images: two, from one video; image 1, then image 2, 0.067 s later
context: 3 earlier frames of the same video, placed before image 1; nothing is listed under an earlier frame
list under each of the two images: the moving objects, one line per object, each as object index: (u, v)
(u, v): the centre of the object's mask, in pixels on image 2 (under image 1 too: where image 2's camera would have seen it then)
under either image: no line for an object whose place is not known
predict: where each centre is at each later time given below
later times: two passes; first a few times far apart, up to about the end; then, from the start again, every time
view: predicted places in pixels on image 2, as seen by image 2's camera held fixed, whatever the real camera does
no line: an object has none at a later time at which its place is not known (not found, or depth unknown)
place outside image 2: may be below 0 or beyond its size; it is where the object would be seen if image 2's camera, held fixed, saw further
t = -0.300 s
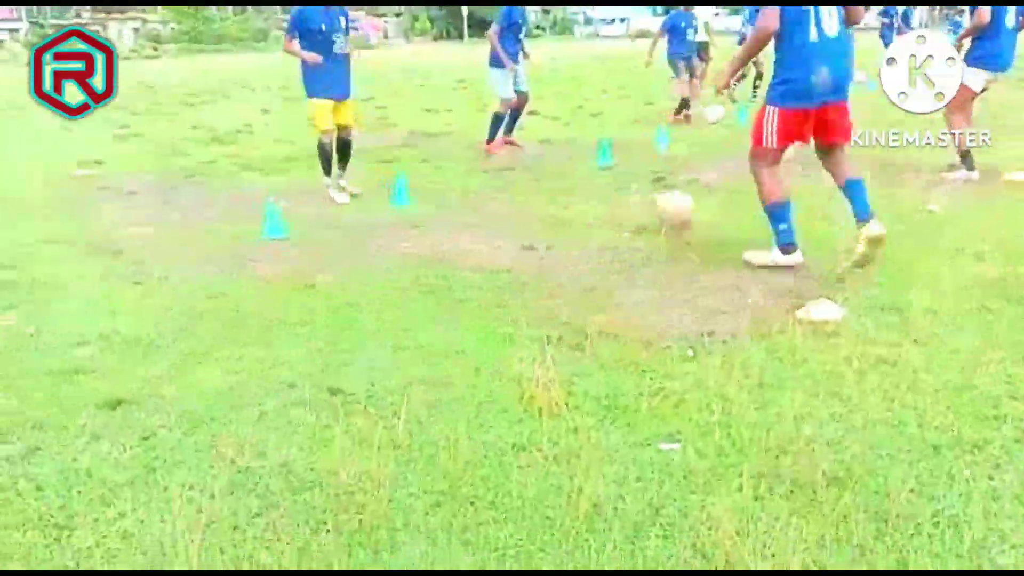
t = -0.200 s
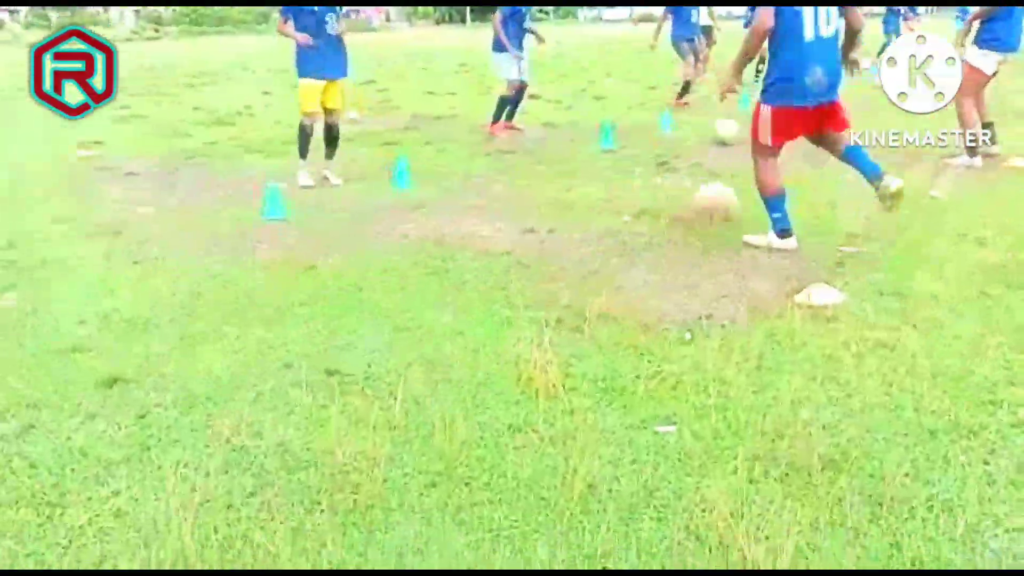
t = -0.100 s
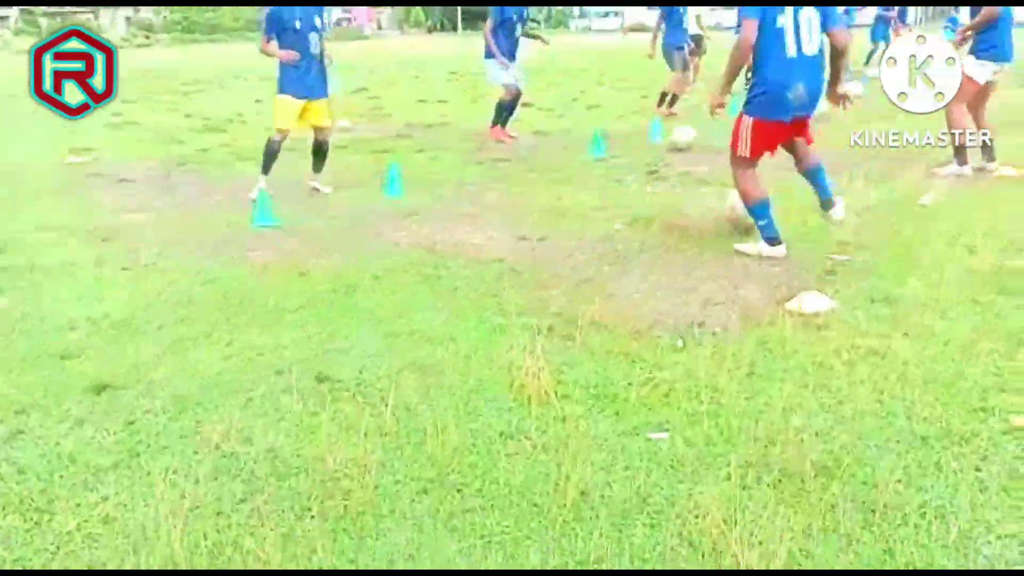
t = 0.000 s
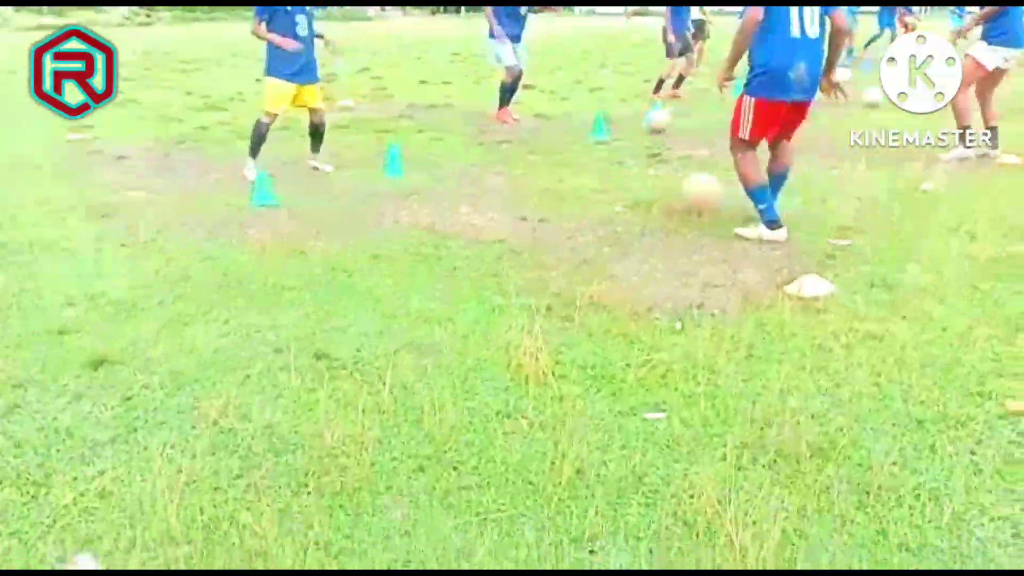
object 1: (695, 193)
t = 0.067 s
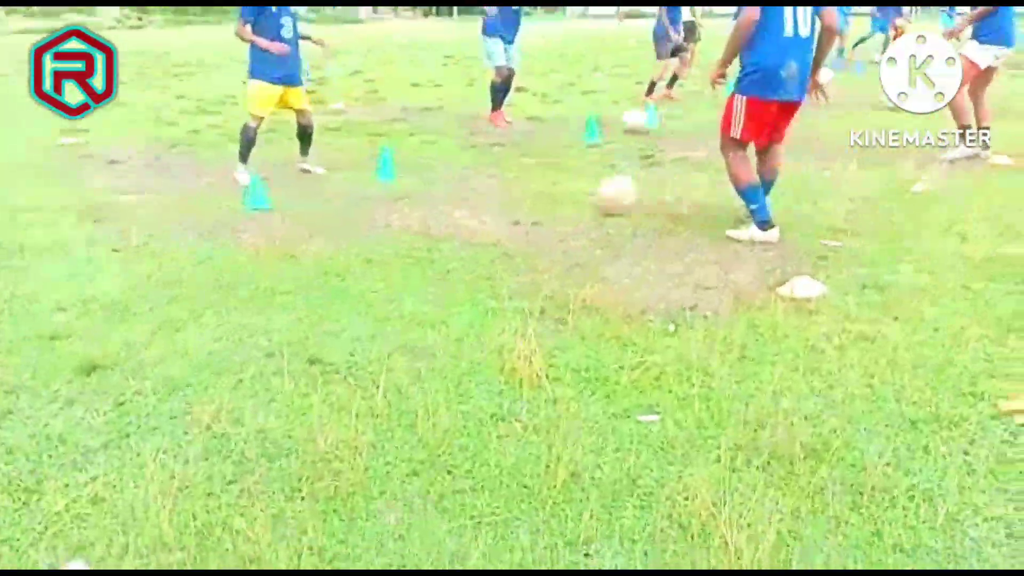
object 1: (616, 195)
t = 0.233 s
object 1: (462, 182)
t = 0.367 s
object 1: (371, 176)
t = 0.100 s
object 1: (583, 194)
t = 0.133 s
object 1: (551, 187)
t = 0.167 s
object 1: (520, 183)
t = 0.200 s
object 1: (490, 181)
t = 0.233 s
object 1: (462, 182)
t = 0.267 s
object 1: (435, 184)
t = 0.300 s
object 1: (413, 180)
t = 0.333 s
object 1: (392, 177)
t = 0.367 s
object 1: (371, 176)
